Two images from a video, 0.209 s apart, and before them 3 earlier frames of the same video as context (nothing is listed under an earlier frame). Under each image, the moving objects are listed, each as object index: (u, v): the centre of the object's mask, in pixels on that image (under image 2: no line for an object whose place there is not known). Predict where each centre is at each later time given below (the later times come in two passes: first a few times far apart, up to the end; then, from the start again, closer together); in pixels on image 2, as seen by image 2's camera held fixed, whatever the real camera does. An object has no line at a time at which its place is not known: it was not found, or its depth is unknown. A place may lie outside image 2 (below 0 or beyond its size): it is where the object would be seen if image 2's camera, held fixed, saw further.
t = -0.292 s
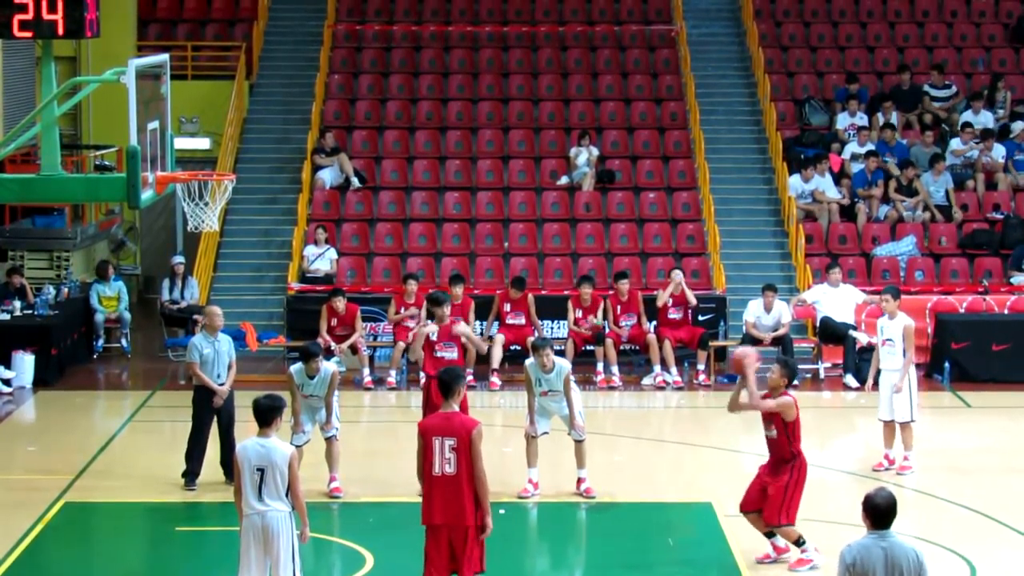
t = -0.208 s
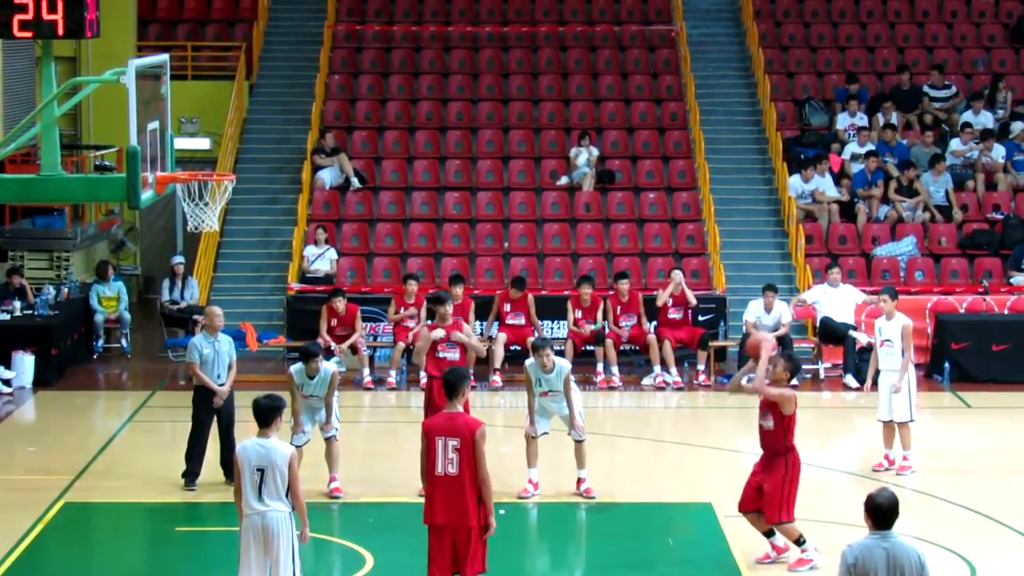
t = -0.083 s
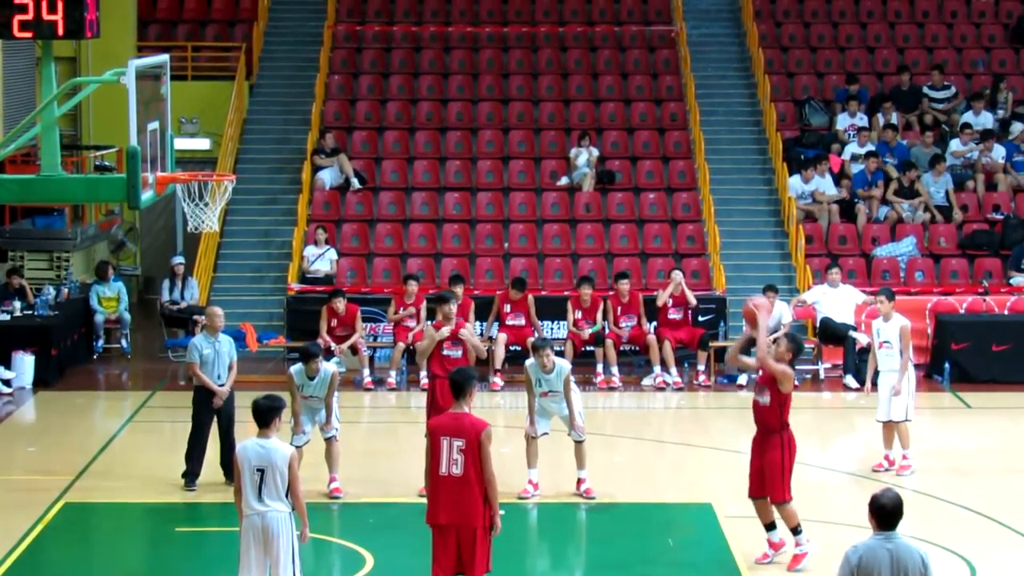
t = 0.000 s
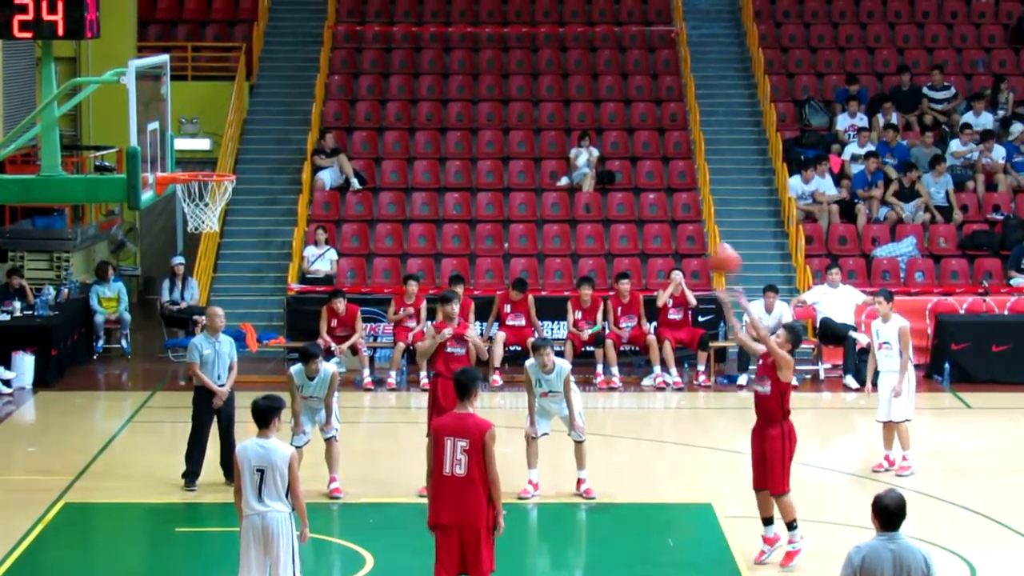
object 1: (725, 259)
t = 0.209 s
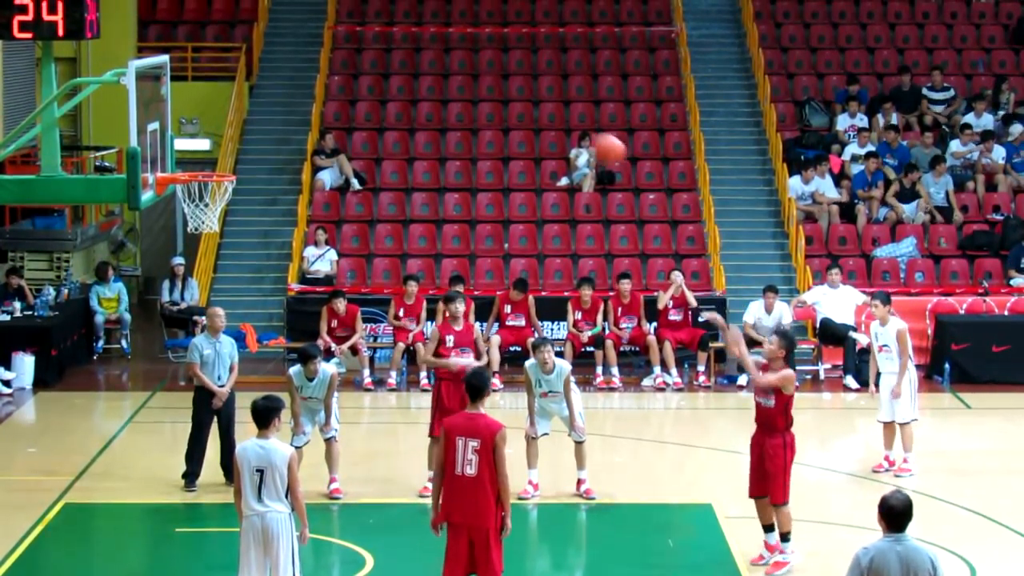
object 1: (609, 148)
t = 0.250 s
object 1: (584, 132)
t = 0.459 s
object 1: (468, 84)
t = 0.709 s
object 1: (328, 94)
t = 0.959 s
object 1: (191, 182)
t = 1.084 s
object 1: (200, 246)
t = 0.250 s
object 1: (584, 132)
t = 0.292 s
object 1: (561, 119)
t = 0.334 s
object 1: (538, 108)
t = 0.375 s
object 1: (514, 97)
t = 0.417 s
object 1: (491, 89)
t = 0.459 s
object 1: (468, 84)
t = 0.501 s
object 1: (445, 80)
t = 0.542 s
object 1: (421, 80)
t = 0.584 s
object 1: (397, 80)
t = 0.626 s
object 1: (374, 83)
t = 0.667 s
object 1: (351, 87)
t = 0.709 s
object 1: (328, 94)
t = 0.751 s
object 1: (304, 103)
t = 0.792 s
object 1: (281, 115)
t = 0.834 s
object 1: (258, 128)
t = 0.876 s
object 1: (234, 144)
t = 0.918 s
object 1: (211, 163)
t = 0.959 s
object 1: (191, 182)
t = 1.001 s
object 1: (190, 204)
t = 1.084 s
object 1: (200, 246)
